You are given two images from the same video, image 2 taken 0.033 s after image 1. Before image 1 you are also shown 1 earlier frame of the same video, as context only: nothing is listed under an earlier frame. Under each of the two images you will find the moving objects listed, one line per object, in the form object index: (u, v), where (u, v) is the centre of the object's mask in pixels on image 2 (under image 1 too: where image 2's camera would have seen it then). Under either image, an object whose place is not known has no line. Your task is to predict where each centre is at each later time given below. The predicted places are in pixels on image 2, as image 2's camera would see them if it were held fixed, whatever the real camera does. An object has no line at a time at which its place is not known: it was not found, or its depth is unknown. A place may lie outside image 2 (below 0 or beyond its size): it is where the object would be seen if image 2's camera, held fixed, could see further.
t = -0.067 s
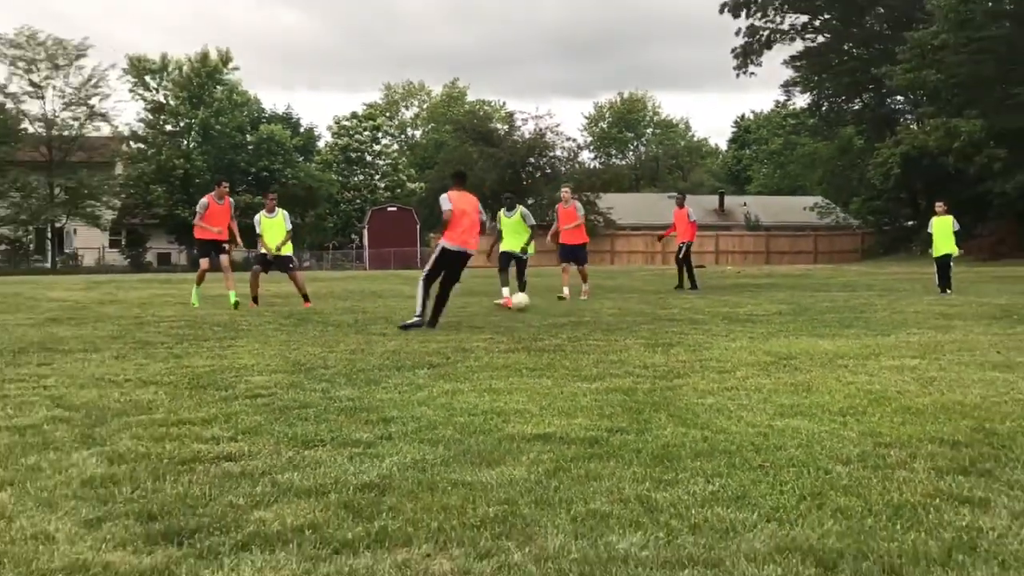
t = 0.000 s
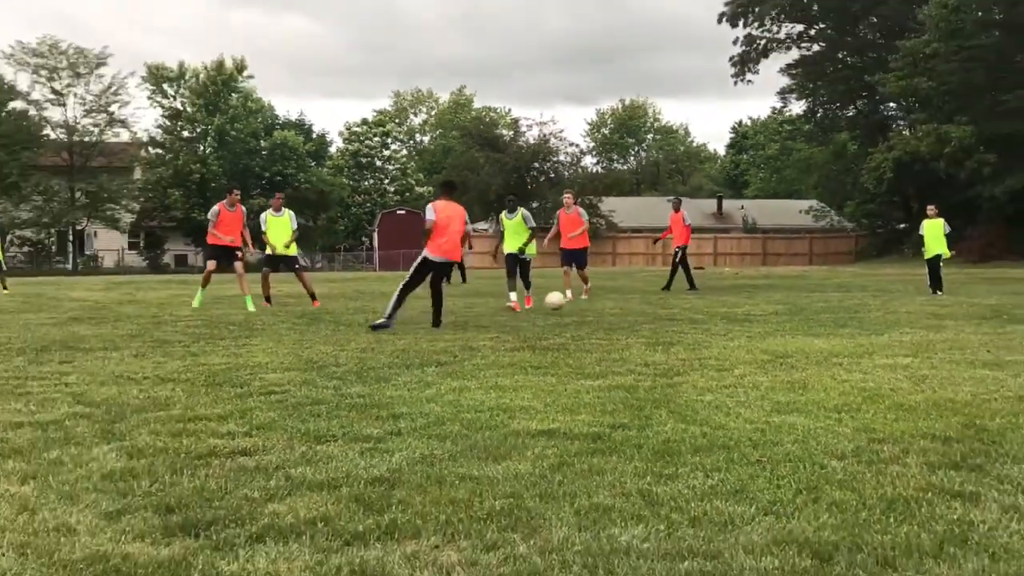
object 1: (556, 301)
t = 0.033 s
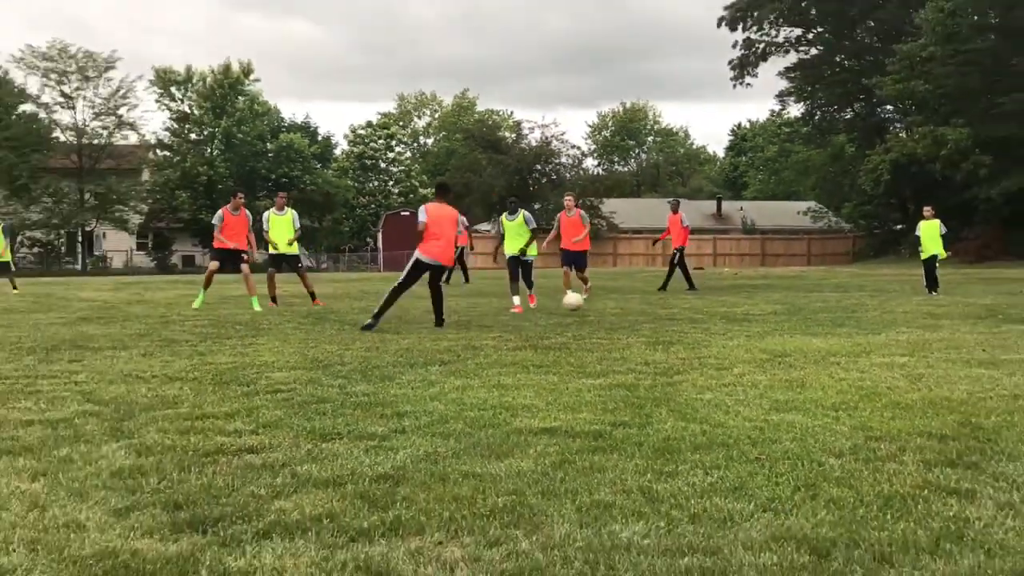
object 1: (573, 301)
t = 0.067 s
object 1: (589, 302)
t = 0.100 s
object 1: (606, 304)
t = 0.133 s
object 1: (622, 306)
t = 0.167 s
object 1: (639, 310)
